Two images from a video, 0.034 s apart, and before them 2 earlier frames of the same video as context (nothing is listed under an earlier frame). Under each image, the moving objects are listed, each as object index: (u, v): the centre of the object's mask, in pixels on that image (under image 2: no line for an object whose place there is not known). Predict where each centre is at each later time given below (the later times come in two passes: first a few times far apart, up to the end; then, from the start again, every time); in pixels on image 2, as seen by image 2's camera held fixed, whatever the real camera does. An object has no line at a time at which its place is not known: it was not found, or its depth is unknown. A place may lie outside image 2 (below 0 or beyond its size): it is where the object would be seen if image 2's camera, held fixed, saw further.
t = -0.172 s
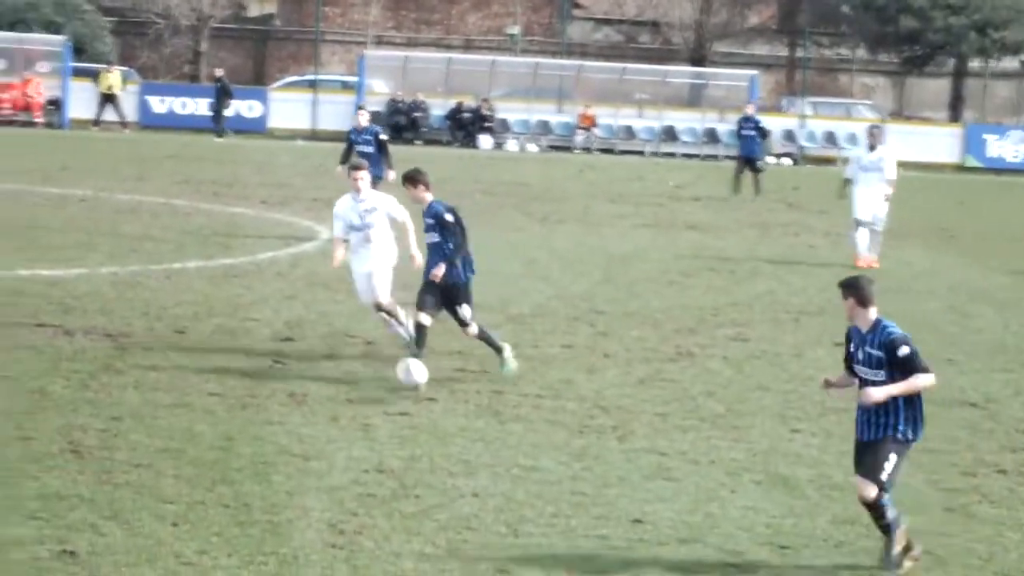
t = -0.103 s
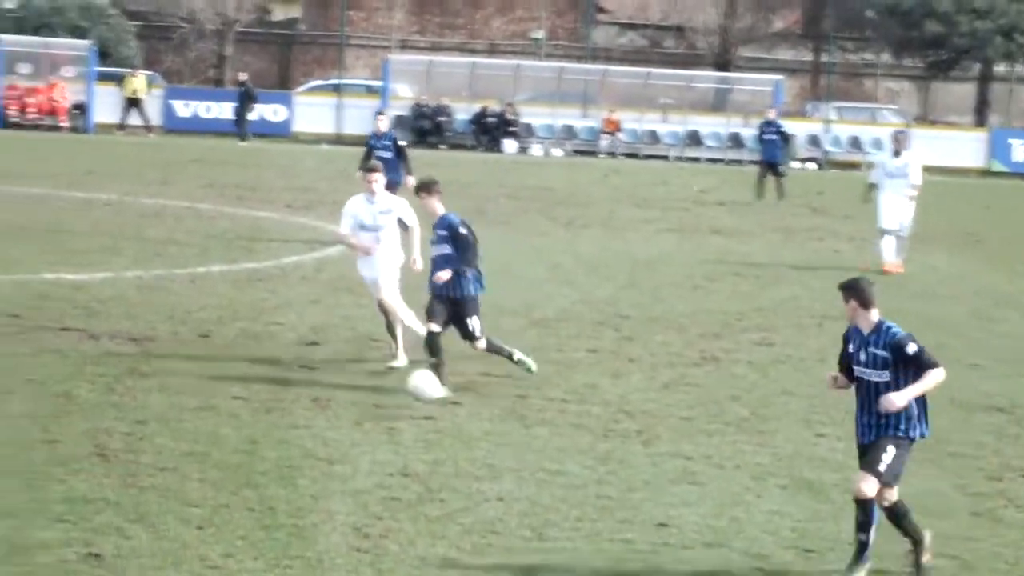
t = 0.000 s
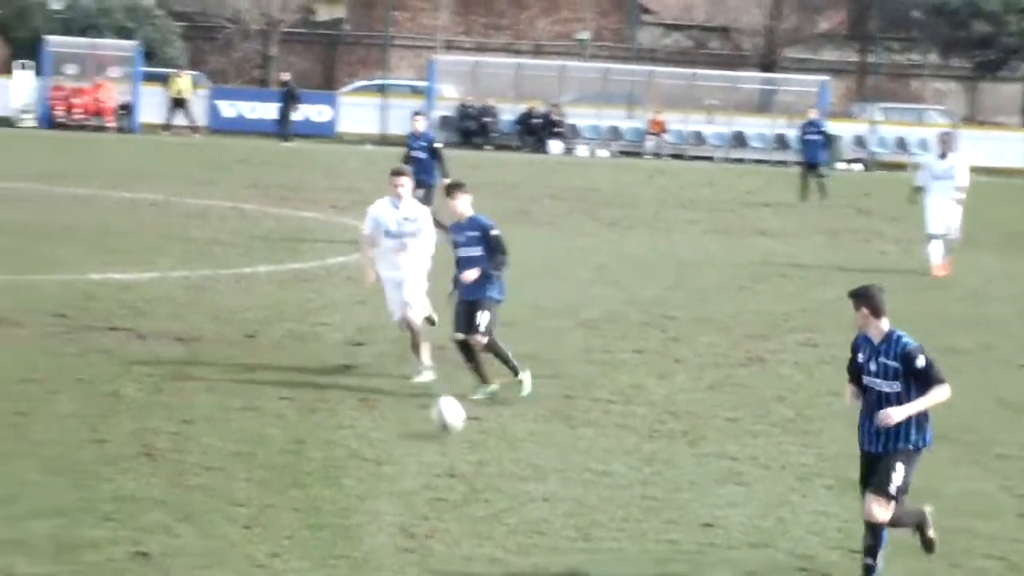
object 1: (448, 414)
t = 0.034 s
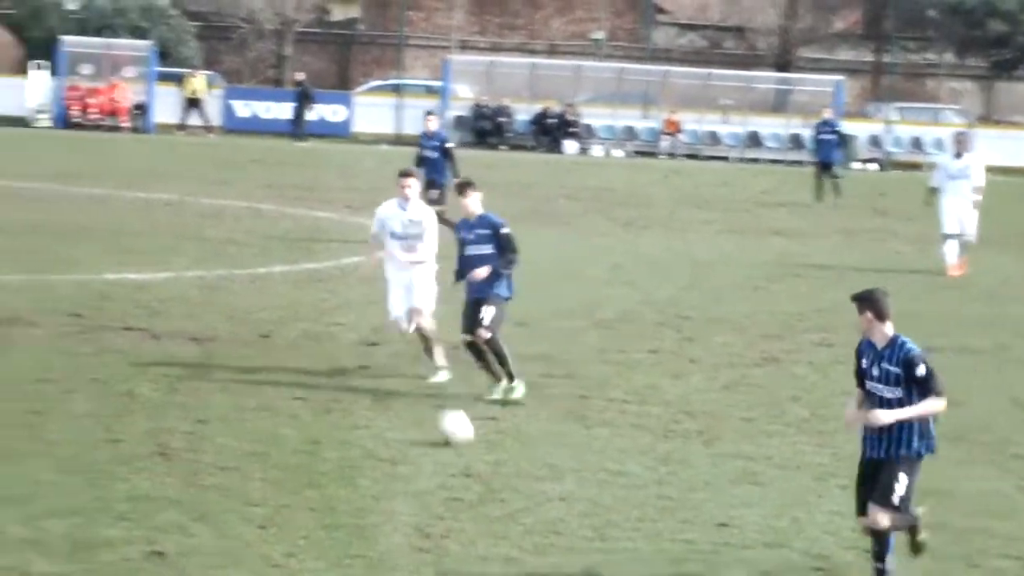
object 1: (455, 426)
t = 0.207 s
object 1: (426, 443)
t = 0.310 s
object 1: (406, 472)
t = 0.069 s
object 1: (450, 434)
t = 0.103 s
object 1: (444, 433)
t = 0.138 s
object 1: (438, 435)
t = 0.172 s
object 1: (432, 438)
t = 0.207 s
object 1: (426, 443)
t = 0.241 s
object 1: (419, 450)
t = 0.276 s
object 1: (413, 460)
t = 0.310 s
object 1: (406, 472)
